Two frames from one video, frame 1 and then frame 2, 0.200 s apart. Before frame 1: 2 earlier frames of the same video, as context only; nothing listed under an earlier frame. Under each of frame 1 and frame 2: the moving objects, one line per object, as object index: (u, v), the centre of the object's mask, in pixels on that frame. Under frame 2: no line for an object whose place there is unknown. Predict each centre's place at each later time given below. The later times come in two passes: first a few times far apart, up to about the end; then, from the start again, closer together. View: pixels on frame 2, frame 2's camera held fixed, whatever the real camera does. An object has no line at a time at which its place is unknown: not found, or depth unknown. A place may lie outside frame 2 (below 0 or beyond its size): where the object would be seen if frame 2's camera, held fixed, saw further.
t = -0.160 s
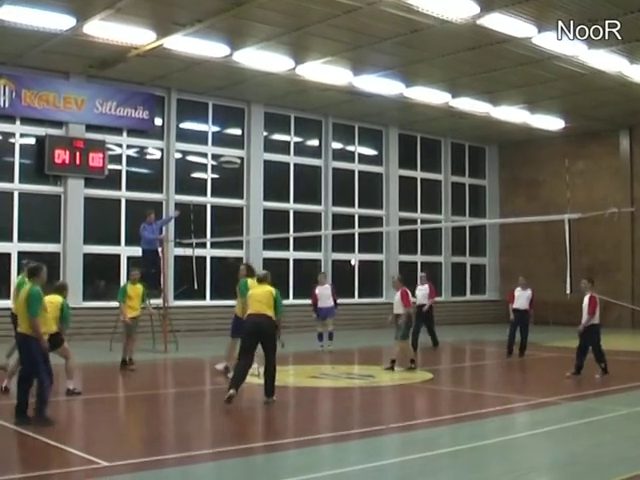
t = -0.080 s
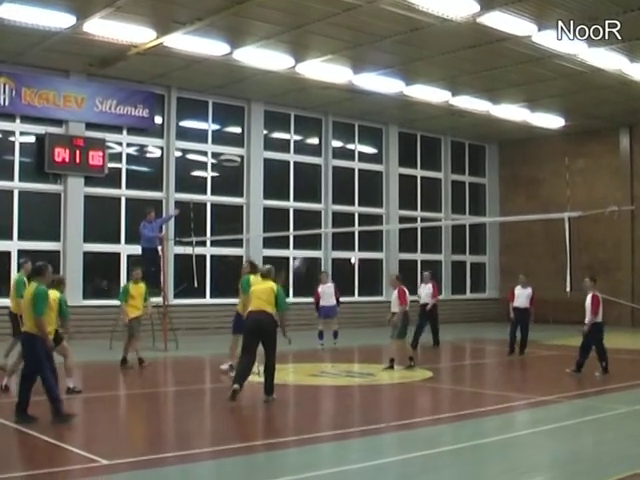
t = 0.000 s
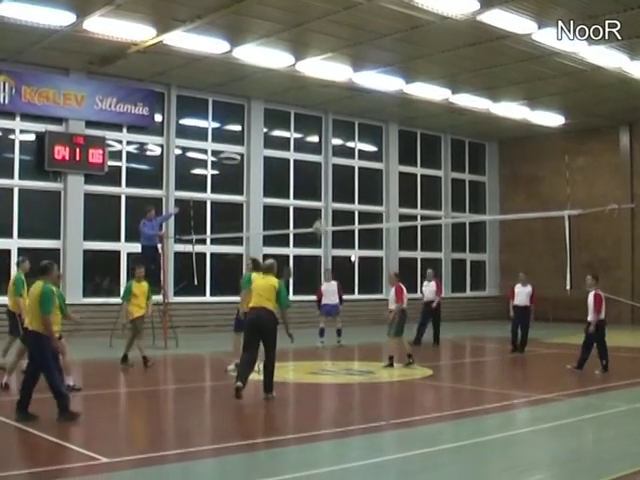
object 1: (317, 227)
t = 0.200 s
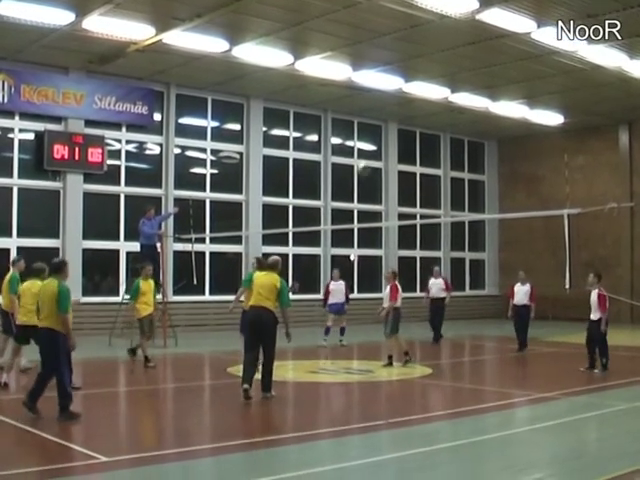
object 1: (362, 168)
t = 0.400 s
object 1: (400, 144)
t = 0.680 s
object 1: (442, 149)
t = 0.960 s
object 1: (477, 192)
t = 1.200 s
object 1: (501, 250)
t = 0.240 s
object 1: (370, 161)
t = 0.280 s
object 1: (379, 154)
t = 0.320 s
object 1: (386, 149)
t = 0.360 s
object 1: (393, 147)
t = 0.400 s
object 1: (400, 144)
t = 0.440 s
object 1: (405, 141)
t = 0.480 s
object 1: (413, 141)
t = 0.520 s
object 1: (419, 141)
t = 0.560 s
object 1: (425, 142)
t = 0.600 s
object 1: (431, 144)
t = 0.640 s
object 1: (436, 147)
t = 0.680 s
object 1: (442, 149)
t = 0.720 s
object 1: (448, 153)
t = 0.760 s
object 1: (454, 160)
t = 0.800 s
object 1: (458, 164)
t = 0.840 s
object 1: (463, 170)
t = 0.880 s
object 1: (469, 176)
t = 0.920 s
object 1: (473, 185)
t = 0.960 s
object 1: (477, 192)
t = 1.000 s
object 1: (481, 200)
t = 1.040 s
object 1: (485, 208)
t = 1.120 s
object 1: (494, 227)
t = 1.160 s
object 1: (497, 238)
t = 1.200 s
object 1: (501, 250)
